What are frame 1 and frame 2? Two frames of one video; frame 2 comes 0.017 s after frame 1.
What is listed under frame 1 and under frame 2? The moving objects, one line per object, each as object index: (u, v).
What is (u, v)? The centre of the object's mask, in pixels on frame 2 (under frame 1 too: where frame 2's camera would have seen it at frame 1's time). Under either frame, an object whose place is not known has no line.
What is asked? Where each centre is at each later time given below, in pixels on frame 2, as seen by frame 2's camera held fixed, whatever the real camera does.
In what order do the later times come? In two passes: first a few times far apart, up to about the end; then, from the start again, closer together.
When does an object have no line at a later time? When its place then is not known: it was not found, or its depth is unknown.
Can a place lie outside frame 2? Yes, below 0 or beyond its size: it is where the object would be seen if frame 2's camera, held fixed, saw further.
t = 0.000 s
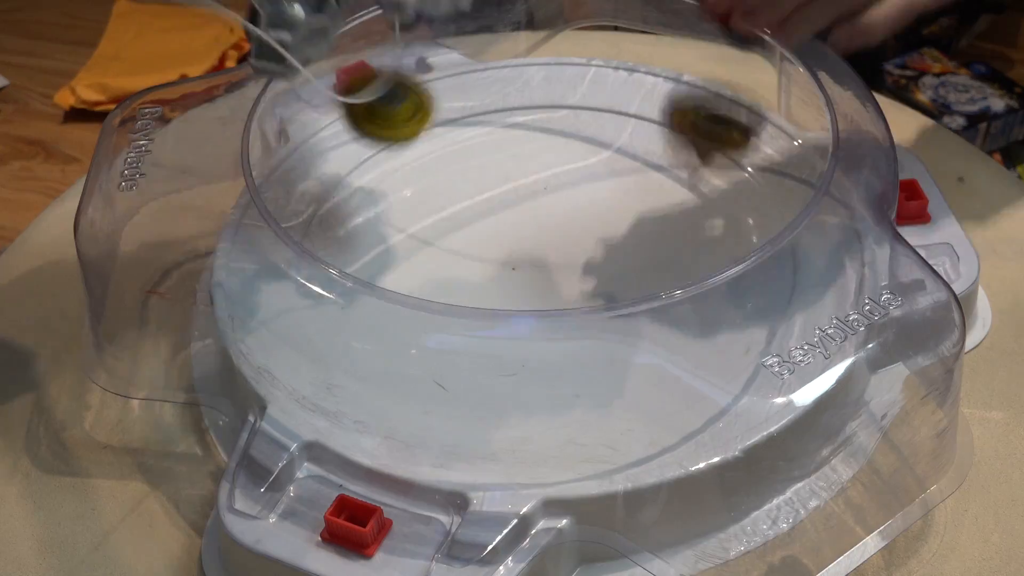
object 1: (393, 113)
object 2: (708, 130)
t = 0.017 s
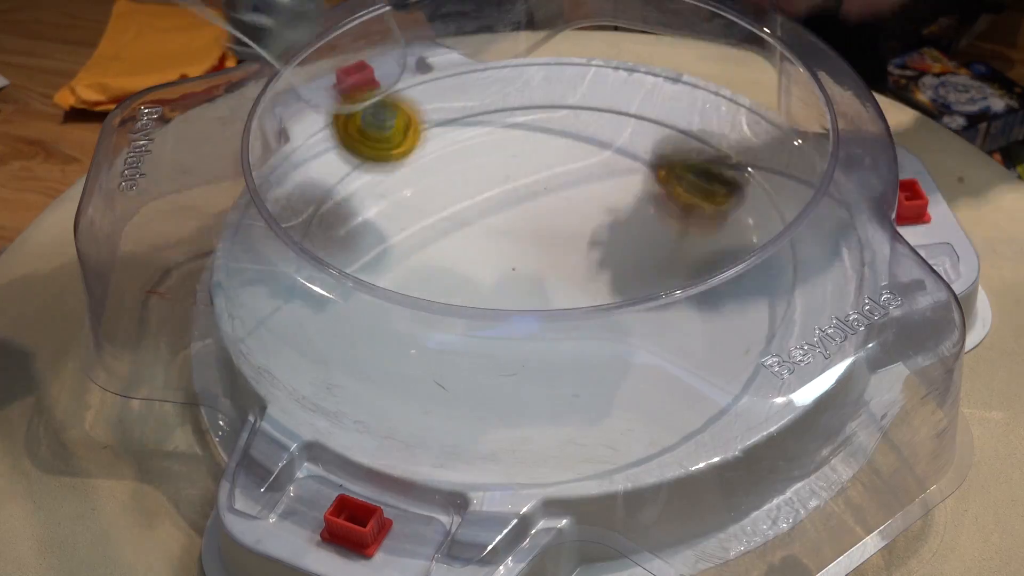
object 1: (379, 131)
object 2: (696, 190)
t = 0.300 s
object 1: (455, 205)
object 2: (374, 349)
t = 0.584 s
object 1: (388, 339)
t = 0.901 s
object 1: (491, 224)
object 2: (777, 192)
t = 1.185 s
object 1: (460, 370)
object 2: (634, 347)
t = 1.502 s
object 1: (492, 155)
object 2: (479, 231)
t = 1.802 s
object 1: (808, 256)
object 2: (709, 133)
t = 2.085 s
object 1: (463, 365)
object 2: (702, 278)
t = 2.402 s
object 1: (532, 86)
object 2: (386, 222)
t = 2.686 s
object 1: (748, 277)
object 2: (480, 95)
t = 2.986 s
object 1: (349, 242)
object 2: (718, 212)
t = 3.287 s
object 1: (586, 97)
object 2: (399, 371)
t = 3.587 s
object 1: (586, 350)
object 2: (374, 136)
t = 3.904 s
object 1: (326, 193)
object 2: (726, 199)
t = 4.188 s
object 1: (650, 189)
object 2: (508, 389)
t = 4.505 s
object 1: (521, 391)
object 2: (388, 174)
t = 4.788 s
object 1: (434, 193)
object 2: (735, 134)
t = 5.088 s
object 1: (765, 170)
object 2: (623, 373)
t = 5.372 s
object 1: (552, 354)
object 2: (353, 224)
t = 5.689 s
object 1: (417, 132)
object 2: (612, 90)
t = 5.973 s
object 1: (688, 144)
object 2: (729, 279)
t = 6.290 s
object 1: (492, 357)
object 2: (348, 321)
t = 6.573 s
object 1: (328, 203)
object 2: (379, 129)
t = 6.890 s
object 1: (647, 223)
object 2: (703, 137)
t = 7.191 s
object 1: (657, 394)
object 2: (645, 269)
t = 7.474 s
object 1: (545, 374)
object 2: (467, 159)
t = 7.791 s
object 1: (575, 197)
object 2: (573, 113)
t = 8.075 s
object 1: (755, 194)
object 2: (435, 170)
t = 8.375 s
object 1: (570, 216)
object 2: (383, 233)
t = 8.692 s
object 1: (488, 209)
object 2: (458, 305)
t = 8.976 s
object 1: (511, 209)
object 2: (564, 332)
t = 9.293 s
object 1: (504, 211)
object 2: (627, 270)
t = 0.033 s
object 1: (368, 152)
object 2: (680, 236)
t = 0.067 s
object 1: (353, 189)
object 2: (643, 256)
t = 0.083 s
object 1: (349, 180)
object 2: (621, 268)
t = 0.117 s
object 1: (342, 175)
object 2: (581, 284)
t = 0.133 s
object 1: (340, 179)
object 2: (561, 301)
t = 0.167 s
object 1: (342, 170)
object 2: (519, 325)
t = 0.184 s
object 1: (349, 167)
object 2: (498, 336)
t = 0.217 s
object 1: (375, 167)
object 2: (460, 349)
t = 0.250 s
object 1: (408, 177)
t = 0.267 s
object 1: (425, 185)
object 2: (404, 354)
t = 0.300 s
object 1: (455, 205)
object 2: (374, 349)
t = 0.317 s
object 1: (469, 218)
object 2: (370, 342)
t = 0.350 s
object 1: (491, 247)
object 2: (364, 329)
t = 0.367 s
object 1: (499, 262)
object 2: (360, 322)
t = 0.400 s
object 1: (506, 285)
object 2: (363, 299)
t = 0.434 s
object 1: (502, 325)
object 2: (375, 274)
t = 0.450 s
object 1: (495, 346)
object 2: (384, 259)
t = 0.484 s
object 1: (472, 361)
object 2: (401, 247)
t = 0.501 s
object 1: (456, 372)
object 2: (414, 238)
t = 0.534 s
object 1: (423, 369)
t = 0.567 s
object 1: (399, 344)
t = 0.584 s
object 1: (388, 339)
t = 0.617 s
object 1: (367, 333)
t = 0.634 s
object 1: (353, 324)
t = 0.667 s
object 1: (329, 309)
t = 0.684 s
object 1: (321, 300)
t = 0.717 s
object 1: (320, 274)
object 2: (643, 160)
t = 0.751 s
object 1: (336, 244)
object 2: (678, 159)
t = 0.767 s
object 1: (340, 240)
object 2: (694, 159)
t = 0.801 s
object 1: (363, 229)
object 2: (727, 161)
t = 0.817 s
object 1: (381, 224)
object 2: (740, 162)
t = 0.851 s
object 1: (422, 218)
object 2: (767, 171)
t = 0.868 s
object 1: (445, 219)
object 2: (778, 177)
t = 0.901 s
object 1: (491, 224)
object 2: (777, 192)
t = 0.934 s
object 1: (538, 236)
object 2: (776, 215)
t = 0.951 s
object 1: (562, 242)
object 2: (774, 227)
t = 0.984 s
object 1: (606, 263)
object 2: (765, 258)
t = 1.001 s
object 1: (626, 270)
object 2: (755, 267)
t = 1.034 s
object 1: (637, 294)
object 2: (757, 295)
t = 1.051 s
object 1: (631, 316)
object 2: (758, 302)
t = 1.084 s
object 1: (606, 352)
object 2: (744, 313)
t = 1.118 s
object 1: (563, 382)
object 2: (710, 329)
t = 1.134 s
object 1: (538, 394)
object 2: (692, 334)
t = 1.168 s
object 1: (485, 375)
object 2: (653, 343)
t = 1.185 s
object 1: (460, 370)
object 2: (634, 347)
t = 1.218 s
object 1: (410, 365)
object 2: (595, 351)
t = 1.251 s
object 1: (371, 339)
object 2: (559, 351)
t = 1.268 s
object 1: (357, 326)
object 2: (542, 350)
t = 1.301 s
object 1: (332, 303)
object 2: (513, 346)
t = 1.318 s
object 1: (335, 281)
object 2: (501, 336)
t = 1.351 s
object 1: (346, 245)
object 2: (483, 321)
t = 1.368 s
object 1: (350, 236)
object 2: (477, 308)
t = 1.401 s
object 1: (377, 213)
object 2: (466, 282)
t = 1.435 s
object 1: (415, 194)
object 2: (460, 269)
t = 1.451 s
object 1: (438, 187)
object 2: (460, 255)
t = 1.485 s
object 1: (477, 166)
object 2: (471, 238)
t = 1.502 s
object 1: (492, 155)
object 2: (479, 231)
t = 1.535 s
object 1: (527, 138)
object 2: (500, 215)
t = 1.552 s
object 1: (546, 131)
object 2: (511, 206)
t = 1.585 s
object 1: (588, 122)
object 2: (535, 190)
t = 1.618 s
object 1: (634, 120)
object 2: (561, 176)
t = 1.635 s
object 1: (658, 121)
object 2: (576, 167)
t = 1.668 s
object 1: (704, 128)
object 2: (602, 157)
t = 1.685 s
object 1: (727, 134)
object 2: (616, 150)
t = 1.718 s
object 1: (759, 157)
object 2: (643, 141)
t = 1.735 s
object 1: (771, 175)
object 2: (657, 139)
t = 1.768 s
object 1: (783, 210)
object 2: (683, 133)
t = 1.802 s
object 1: (808, 256)
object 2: (709, 133)
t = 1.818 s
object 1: (804, 271)
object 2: (720, 134)
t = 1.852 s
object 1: (792, 305)
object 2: (737, 143)
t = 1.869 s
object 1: (780, 319)
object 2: (742, 151)
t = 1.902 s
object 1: (749, 353)
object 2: (748, 168)
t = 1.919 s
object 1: (730, 366)
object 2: (750, 178)
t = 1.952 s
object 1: (684, 385)
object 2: (750, 199)
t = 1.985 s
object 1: (627, 394)
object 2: (745, 218)
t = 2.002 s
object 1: (597, 394)
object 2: (740, 226)
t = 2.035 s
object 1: (539, 391)
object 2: (733, 248)
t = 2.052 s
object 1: (513, 384)
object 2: (725, 258)
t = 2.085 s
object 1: (463, 365)
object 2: (702, 278)
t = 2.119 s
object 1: (422, 340)
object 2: (671, 292)
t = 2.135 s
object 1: (407, 322)
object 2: (651, 297)
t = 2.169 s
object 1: (392, 284)
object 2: (613, 306)
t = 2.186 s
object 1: (390, 263)
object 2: (593, 308)
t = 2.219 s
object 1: (386, 233)
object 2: (551, 305)
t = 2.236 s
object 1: (390, 215)
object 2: (529, 302)
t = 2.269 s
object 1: (404, 182)
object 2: (494, 284)
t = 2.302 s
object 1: (427, 151)
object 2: (459, 275)
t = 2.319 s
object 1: (442, 137)
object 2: (442, 269)
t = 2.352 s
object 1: (475, 113)
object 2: (414, 254)
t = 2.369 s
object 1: (493, 102)
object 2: (403, 244)
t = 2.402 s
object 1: (532, 86)
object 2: (386, 222)
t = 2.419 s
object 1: (554, 79)
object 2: (380, 211)
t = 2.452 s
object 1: (600, 85)
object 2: (371, 190)
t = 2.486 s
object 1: (645, 98)
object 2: (370, 168)
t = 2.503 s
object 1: (668, 105)
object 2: (372, 157)
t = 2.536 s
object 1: (709, 126)
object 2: (380, 140)
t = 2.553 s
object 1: (727, 141)
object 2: (385, 132)
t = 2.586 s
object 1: (754, 172)
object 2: (401, 116)
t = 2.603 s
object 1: (762, 189)
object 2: (410, 110)
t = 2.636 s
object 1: (760, 216)
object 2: (435, 101)
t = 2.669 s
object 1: (760, 263)
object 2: (466, 96)
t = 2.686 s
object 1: (748, 277)
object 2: (480, 95)
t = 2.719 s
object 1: (716, 314)
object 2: (511, 93)
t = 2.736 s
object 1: (693, 325)
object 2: (528, 94)
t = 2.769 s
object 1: (636, 343)
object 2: (560, 95)
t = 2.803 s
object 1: (576, 352)
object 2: (595, 100)
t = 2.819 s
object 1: (547, 353)
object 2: (611, 104)
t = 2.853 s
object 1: (491, 348)
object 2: (643, 116)
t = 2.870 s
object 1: (463, 344)
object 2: (658, 125)
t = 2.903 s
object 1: (420, 318)
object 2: (683, 145)
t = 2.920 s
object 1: (400, 306)
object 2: (694, 156)
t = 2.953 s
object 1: (368, 275)
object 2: (710, 182)
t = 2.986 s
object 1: (349, 242)
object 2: (718, 212)
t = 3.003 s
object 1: (338, 229)
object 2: (717, 227)
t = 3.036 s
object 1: (330, 199)
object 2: (710, 257)
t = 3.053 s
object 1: (331, 182)
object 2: (703, 277)
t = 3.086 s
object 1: (341, 151)
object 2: (682, 314)
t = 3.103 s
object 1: (357, 140)
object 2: (665, 326)
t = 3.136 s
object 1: (391, 124)
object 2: (627, 353)
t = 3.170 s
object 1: (427, 104)
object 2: (579, 370)
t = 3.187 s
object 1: (450, 98)
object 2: (554, 376)
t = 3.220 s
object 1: (497, 91)
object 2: (500, 384)
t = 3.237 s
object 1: (520, 90)
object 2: (473, 386)
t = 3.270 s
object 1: (564, 93)
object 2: (419, 382)
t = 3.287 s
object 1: (586, 97)
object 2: (399, 371)
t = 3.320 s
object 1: (625, 113)
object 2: (365, 350)
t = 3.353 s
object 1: (657, 136)
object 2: (335, 324)
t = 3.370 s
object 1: (670, 149)
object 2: (322, 315)
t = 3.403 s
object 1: (688, 179)
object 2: (308, 286)
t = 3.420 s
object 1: (693, 195)
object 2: (306, 267)
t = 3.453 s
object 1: (694, 229)
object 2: (303, 236)
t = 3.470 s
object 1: (690, 246)
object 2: (312, 215)
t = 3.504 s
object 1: (673, 276)
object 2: (317, 193)
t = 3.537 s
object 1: (646, 311)
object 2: (335, 167)
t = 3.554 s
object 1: (629, 327)
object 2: (346, 156)
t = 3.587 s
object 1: (586, 350)
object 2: (374, 136)
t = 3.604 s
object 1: (561, 356)
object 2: (390, 128)
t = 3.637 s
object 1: (509, 364)
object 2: (424, 115)
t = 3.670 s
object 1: (455, 364)
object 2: (464, 108)
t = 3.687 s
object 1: (428, 360)
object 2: (484, 106)
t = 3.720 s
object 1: (376, 349)
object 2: (526, 108)
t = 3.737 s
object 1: (354, 340)
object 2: (546, 110)
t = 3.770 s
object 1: (331, 313)
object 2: (586, 119)
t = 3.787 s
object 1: (319, 302)
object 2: (605, 124)
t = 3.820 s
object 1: (305, 268)
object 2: (644, 140)
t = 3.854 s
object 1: (317, 229)
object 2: (681, 160)
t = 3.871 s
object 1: (314, 219)
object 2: (697, 172)
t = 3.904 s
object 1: (326, 193)
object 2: (726, 199)
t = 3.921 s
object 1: (337, 182)
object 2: (738, 214)
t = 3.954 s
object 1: (367, 163)
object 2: (755, 245)
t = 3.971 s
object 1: (386, 155)
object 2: (762, 263)
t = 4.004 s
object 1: (426, 145)
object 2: (768, 299)
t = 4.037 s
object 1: (468, 142)
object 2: (746, 322)
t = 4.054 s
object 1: (491, 141)
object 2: (725, 336)
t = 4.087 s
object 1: (534, 147)
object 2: (675, 361)
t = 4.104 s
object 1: (554, 150)
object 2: (649, 369)
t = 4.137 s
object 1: (595, 163)
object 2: (595, 386)
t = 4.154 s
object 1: (615, 171)
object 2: (568, 391)
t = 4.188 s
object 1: (650, 189)
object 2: (508, 389)
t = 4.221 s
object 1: (681, 210)
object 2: (454, 381)
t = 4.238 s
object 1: (695, 224)
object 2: (428, 373)
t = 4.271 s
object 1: (710, 245)
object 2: (385, 354)
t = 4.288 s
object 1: (718, 262)
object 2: (367, 343)
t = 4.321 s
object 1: (728, 295)
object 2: (337, 317)
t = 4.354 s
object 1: (718, 324)
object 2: (326, 287)
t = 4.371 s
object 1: (708, 339)
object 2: (323, 273)
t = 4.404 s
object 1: (679, 362)
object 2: (335, 238)
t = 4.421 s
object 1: (656, 368)
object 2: (335, 230)
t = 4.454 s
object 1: (603, 385)
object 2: (348, 207)
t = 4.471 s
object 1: (577, 389)
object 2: (359, 195)
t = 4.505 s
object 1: (521, 391)
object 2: (388, 174)
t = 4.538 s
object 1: (469, 383)
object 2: (421, 154)
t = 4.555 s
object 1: (445, 376)
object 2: (441, 147)
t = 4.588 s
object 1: (406, 352)
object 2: (479, 133)
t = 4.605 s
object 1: (392, 341)
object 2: (501, 127)
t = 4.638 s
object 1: (368, 318)
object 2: (543, 119)
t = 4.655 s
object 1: (370, 297)
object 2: (566, 116)
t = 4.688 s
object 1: (378, 262)
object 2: (611, 115)
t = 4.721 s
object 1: (385, 240)
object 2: (654, 118)
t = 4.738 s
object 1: (396, 227)
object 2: (675, 120)
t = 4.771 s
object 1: (419, 203)
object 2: (716, 129)
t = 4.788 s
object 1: (434, 193)
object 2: (735, 134)
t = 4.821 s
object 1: (466, 174)
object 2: (754, 160)
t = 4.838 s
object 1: (483, 166)
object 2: (759, 176)
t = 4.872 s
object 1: (522, 152)
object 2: (762, 205)
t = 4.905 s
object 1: (560, 143)
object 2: (767, 238)
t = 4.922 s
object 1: (581, 140)
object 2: (768, 255)
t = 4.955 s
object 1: (621, 137)
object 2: (768, 289)
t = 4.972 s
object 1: (640, 136)
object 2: (758, 301)
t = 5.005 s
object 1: (681, 140)
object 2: (735, 325)
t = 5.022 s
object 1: (699, 143)
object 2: (716, 338)
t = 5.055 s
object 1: (735, 155)
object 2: (674, 359)
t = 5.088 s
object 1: (765, 170)
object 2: (623, 373)
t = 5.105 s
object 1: (770, 183)
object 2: (597, 378)
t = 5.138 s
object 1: (768, 209)
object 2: (542, 378)
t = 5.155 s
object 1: (776, 227)
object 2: (516, 378)
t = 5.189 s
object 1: (775, 261)
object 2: (467, 365)
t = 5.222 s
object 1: (757, 296)
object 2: (424, 347)
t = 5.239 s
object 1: (742, 307)
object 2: (407, 340)
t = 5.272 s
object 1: (700, 330)
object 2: (379, 312)
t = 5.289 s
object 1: (677, 339)
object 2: (371, 297)
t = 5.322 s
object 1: (628, 350)
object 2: (360, 264)
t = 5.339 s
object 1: (601, 354)
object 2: (359, 247)
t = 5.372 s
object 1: (552, 354)
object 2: (353, 224)
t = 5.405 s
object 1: (502, 348)
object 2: (360, 196)
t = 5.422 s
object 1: (480, 344)
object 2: (367, 182)
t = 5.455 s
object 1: (445, 318)
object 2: (383, 155)
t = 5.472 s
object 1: (431, 303)
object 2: (394, 143)
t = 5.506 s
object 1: (410, 272)
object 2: (418, 120)
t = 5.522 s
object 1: (400, 263)
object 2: (431, 110)
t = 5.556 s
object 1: (386, 239)
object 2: (463, 92)
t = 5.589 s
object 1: (383, 210)
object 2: (497, 84)
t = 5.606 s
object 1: (384, 196)
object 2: (514, 83)
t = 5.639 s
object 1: (392, 169)
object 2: (556, 85)
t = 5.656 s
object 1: (398, 156)
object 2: (574, 85)
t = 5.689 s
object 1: (417, 132)
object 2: (612, 90)
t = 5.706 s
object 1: (428, 121)
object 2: (631, 93)
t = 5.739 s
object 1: (454, 103)
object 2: (666, 103)
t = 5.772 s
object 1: (486, 89)
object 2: (698, 120)
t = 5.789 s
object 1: (502, 84)
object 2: (711, 128)
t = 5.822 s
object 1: (541, 84)
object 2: (734, 149)
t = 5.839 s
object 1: (560, 85)
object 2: (742, 162)
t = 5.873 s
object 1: (599, 92)
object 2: (753, 190)
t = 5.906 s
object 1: (633, 104)
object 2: (750, 214)
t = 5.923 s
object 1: (649, 112)
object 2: (744, 226)
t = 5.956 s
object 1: (676, 132)
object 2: (738, 262)
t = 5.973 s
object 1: (688, 144)
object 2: (729, 279)
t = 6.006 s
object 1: (703, 172)
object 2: (703, 307)
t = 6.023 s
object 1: (707, 187)
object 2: (688, 326)
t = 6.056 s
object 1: (708, 217)
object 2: (648, 342)
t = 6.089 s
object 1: (700, 245)
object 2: (602, 356)
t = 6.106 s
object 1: (688, 256)
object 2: (576, 361)
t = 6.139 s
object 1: (671, 287)
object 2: (530, 365)
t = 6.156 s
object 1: (659, 306)
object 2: (507, 366)
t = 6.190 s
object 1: (624, 328)
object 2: (460, 361)
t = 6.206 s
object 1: (606, 343)
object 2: (440, 356)
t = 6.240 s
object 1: (561, 353)
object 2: (399, 346)
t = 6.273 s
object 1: (515, 357)
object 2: (364, 330)
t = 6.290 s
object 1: (492, 357)
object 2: (348, 321)
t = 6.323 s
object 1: (445, 355)
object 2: (321, 304)
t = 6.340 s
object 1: (423, 351)
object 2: (320, 288)
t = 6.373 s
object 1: (378, 338)
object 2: (309, 264)
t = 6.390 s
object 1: (358, 328)
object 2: (306, 249)
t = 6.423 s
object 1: (325, 309)
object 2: (315, 221)
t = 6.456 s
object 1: (303, 289)
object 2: (312, 203)
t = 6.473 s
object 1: (305, 270)
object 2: (316, 194)
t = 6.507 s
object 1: (309, 237)
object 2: (331, 173)
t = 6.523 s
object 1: (316, 222)
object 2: (340, 163)
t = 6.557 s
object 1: (319, 211)
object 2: (363, 140)
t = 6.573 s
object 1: (328, 203)
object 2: (379, 129)
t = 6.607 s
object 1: (351, 189)
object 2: (409, 110)
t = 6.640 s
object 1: (382, 179)
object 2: (444, 96)
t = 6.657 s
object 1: (400, 175)
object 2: (460, 90)
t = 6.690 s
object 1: (438, 172)
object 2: (498, 83)
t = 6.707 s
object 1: (457, 171)
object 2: (517, 83)
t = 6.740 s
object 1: (495, 173)
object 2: (556, 83)
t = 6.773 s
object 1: (532, 181)
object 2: (591, 87)
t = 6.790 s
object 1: (551, 185)
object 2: (608, 90)
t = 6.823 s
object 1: (586, 195)
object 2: (642, 101)
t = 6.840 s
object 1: (602, 202)
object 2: (660, 109)
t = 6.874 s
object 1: (632, 215)
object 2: (691, 127)
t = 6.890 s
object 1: (647, 223)
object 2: (703, 137)
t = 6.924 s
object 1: (671, 240)
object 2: (727, 158)
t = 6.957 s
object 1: (689, 254)
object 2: (745, 182)
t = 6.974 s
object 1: (694, 259)
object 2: (751, 198)
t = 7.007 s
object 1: (712, 289)
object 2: (752, 217)
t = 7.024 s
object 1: (723, 307)
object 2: (749, 223)
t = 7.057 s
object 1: (724, 322)
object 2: (748, 245)
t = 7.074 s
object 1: (725, 332)
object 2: (743, 252)
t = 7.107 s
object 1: (709, 342)
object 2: (727, 269)
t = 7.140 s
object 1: (686, 362)
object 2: (696, 278)
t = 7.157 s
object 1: (676, 375)
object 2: (679, 277)
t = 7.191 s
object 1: (657, 394)
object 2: (645, 269)
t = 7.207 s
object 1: (650, 402)
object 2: (627, 269)
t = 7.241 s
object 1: (639, 417)
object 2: (596, 266)
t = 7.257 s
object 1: (636, 421)
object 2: (580, 262)
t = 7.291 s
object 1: (618, 417)
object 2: (550, 249)
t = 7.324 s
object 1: (600, 412)
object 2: (527, 235)
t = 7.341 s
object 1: (592, 408)
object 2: (515, 227)
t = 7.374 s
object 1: (580, 401)
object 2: (495, 210)
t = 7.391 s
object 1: (574, 398)
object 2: (488, 202)
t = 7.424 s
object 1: (564, 389)
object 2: (477, 183)
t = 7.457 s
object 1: (552, 381)
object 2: (468, 167)
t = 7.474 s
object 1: (545, 374)
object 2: (467, 159)
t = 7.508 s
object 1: (535, 354)
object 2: (466, 141)
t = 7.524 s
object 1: (530, 348)
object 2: (466, 134)
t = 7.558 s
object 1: (528, 328)
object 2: (470, 120)
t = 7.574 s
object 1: (529, 311)
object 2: (475, 114)
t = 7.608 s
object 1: (533, 288)
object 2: (482, 102)
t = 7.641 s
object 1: (535, 278)
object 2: (494, 95)
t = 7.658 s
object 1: (540, 269)
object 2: (503, 91)
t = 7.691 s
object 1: (548, 250)
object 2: (518, 88)
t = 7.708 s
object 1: (551, 242)
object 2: (527, 88)
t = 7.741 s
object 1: (560, 224)
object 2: (548, 94)
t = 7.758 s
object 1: (565, 214)
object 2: (556, 99)
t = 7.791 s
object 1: (575, 197)
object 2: (573, 113)
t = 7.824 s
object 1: (604, 194)
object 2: (577, 124)
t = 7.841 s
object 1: (636, 195)
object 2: (563, 126)
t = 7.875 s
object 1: (690, 196)
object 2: (542, 130)
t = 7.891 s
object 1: (711, 195)
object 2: (531, 132)
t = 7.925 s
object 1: (745, 194)
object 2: (511, 139)
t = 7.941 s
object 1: (756, 194)
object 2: (501, 142)
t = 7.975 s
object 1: (761, 191)
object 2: (483, 149)
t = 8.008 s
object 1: (759, 190)
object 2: (466, 156)
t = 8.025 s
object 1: (757, 191)
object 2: (458, 159)
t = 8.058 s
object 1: (755, 192)
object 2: (443, 166)
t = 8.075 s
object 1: (755, 194)
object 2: (435, 170)
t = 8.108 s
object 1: (754, 194)
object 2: (422, 176)
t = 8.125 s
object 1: (751, 195)
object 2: (417, 180)
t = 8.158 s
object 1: (739, 198)
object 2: (406, 187)
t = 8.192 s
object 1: (722, 205)
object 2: (398, 194)
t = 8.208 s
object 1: (712, 205)
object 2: (394, 197)
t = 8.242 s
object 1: (687, 207)
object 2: (388, 204)
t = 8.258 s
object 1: (673, 213)
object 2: (386, 207)
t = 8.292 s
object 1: (645, 216)
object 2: (383, 214)
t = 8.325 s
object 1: (614, 216)
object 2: (382, 222)
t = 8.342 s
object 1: (600, 215)
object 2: (382, 226)
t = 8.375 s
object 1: (570, 216)
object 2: (383, 233)
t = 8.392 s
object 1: (557, 214)
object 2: (385, 238)
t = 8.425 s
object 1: (534, 211)
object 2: (388, 246)
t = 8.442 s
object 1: (522, 212)
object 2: (390, 249)
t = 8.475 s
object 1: (506, 207)
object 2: (394, 256)
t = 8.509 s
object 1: (493, 207)
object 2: (400, 261)
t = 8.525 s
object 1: (489, 205)
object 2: (403, 263)
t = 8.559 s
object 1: (484, 205)
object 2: (411, 268)
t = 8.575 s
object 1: (484, 205)
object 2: (416, 271)
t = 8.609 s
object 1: (484, 204)
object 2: (427, 285)
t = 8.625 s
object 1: (483, 206)
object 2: (432, 289)
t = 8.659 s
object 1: (484, 208)
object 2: (446, 297)
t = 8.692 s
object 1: (488, 209)
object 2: (458, 305)
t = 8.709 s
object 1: (491, 209)
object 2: (466, 308)
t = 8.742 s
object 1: (496, 211)
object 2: (479, 310)
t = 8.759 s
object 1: (499, 211)
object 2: (483, 322)
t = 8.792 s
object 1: (504, 211)
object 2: (496, 323)
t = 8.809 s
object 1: (506, 211)
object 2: (502, 325)
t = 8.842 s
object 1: (509, 210)
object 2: (515, 329)
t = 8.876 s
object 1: (510, 210)
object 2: (530, 331)
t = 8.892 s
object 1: (511, 209)
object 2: (537, 331)
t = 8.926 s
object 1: (511, 209)
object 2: (550, 333)
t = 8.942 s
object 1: (511, 209)
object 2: (554, 333)
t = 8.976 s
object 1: (511, 209)
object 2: (564, 332)
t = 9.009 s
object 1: (510, 209)
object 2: (573, 329)
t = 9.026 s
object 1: (510, 210)
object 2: (578, 327)
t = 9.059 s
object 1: (508, 210)
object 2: (589, 323)
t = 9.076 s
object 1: (508, 210)
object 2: (594, 321)
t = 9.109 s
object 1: (507, 210)
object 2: (601, 319)
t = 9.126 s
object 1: (507, 210)
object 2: (605, 319)
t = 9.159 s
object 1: (506, 211)
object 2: (608, 305)
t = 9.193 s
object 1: (506, 211)
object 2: (614, 295)
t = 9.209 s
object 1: (505, 211)
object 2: (618, 291)
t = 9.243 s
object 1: (504, 211)
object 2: (621, 277)
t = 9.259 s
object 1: (504, 211)
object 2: (624, 276)
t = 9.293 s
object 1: (504, 211)
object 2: (627, 270)
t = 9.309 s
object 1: (504, 211)
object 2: (628, 266)
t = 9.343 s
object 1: (505, 211)
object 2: (635, 259)
